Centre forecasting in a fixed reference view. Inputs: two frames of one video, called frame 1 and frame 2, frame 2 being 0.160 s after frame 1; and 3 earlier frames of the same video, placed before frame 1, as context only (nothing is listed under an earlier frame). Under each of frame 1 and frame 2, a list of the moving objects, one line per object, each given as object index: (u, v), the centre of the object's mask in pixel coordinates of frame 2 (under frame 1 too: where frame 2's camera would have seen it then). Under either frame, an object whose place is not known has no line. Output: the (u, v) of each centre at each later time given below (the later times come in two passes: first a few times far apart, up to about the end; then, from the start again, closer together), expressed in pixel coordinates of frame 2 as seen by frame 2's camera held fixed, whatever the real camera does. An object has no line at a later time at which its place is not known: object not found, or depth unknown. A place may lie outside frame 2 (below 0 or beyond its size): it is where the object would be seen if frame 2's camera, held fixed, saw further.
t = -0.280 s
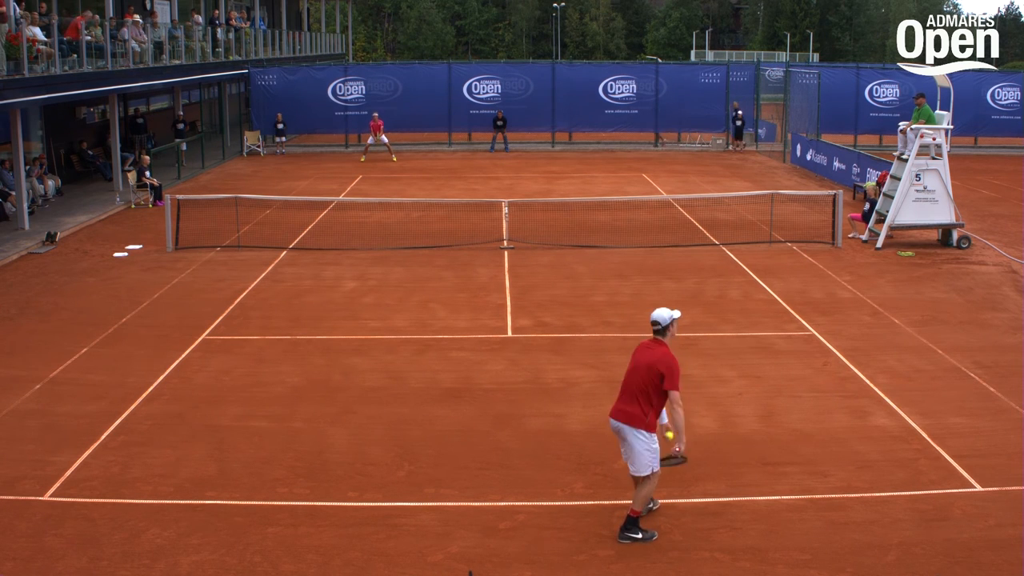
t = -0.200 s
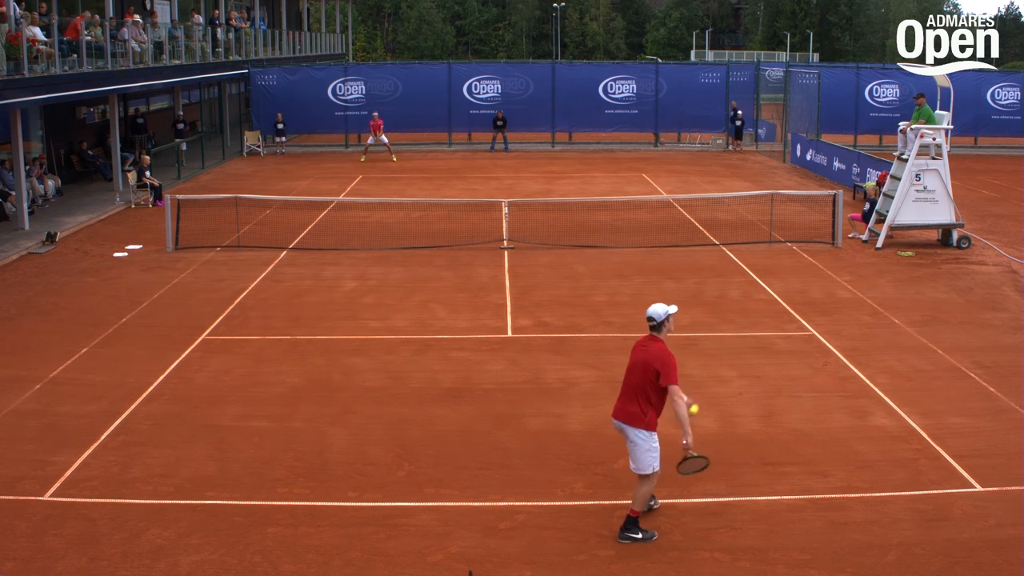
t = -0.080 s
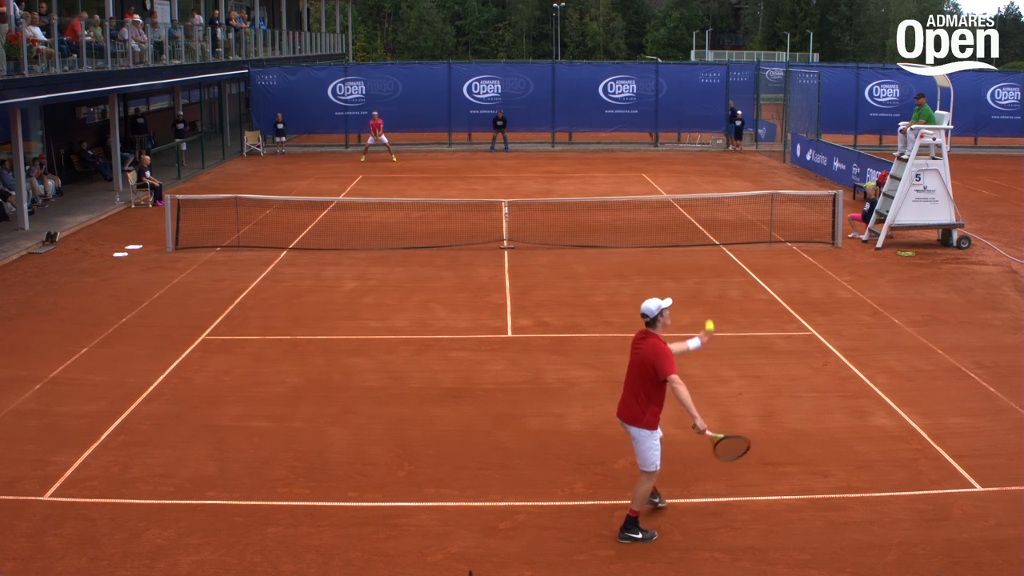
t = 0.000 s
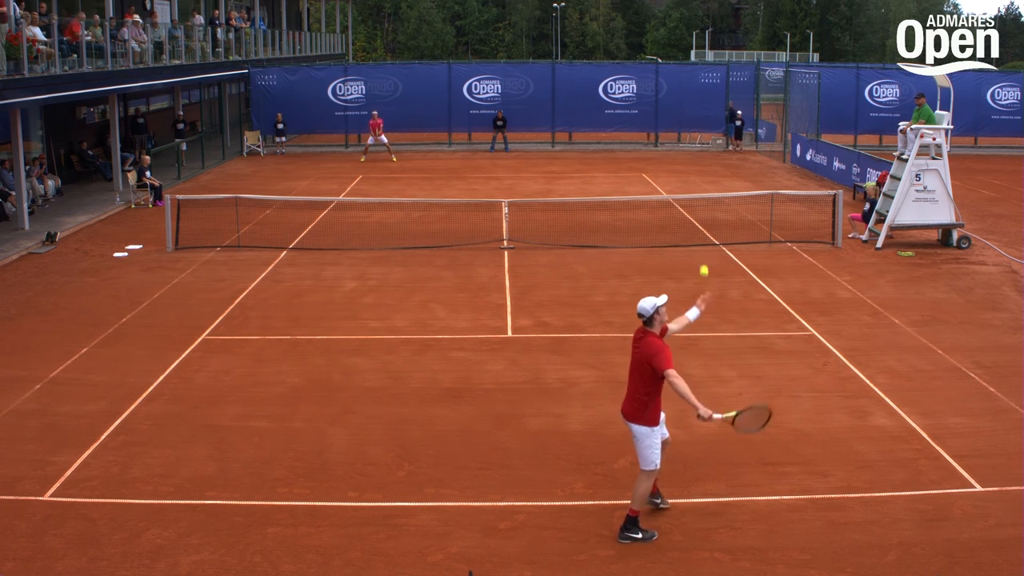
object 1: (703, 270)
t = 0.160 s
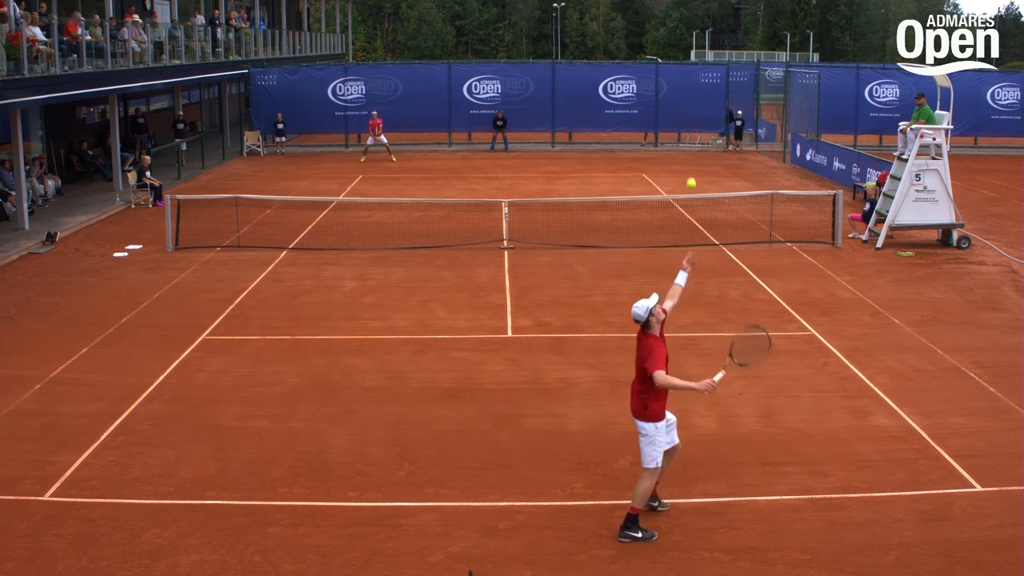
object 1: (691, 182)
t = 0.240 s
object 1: (684, 151)
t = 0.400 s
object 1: (669, 111)
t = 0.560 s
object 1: (654, 103)
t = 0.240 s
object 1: (684, 151)
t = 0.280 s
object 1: (680, 138)
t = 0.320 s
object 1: (677, 127)
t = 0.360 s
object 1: (673, 118)
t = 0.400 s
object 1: (669, 111)
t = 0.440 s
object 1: (666, 106)
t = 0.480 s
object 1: (662, 103)
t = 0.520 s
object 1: (658, 102)
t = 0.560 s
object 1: (654, 103)
